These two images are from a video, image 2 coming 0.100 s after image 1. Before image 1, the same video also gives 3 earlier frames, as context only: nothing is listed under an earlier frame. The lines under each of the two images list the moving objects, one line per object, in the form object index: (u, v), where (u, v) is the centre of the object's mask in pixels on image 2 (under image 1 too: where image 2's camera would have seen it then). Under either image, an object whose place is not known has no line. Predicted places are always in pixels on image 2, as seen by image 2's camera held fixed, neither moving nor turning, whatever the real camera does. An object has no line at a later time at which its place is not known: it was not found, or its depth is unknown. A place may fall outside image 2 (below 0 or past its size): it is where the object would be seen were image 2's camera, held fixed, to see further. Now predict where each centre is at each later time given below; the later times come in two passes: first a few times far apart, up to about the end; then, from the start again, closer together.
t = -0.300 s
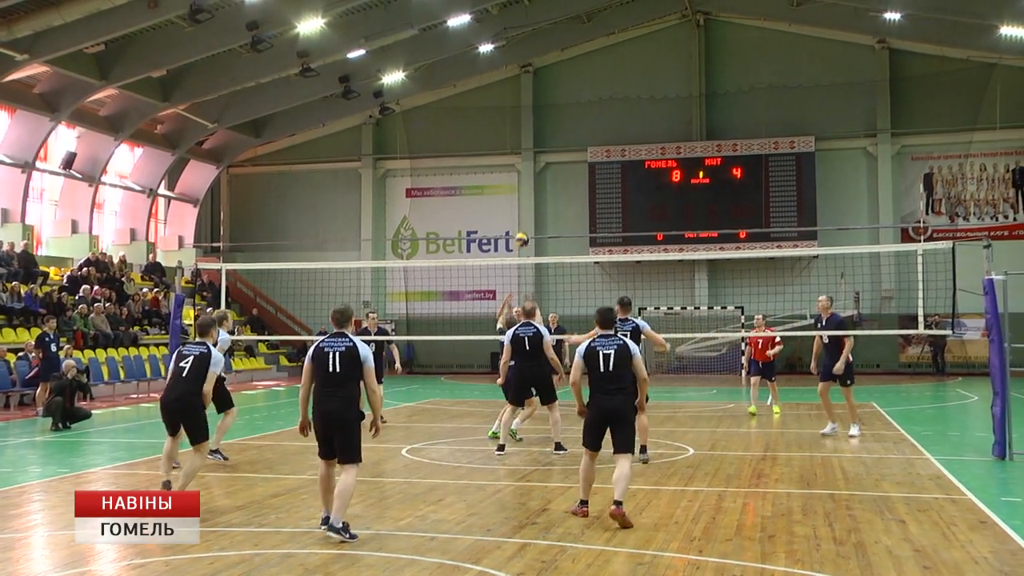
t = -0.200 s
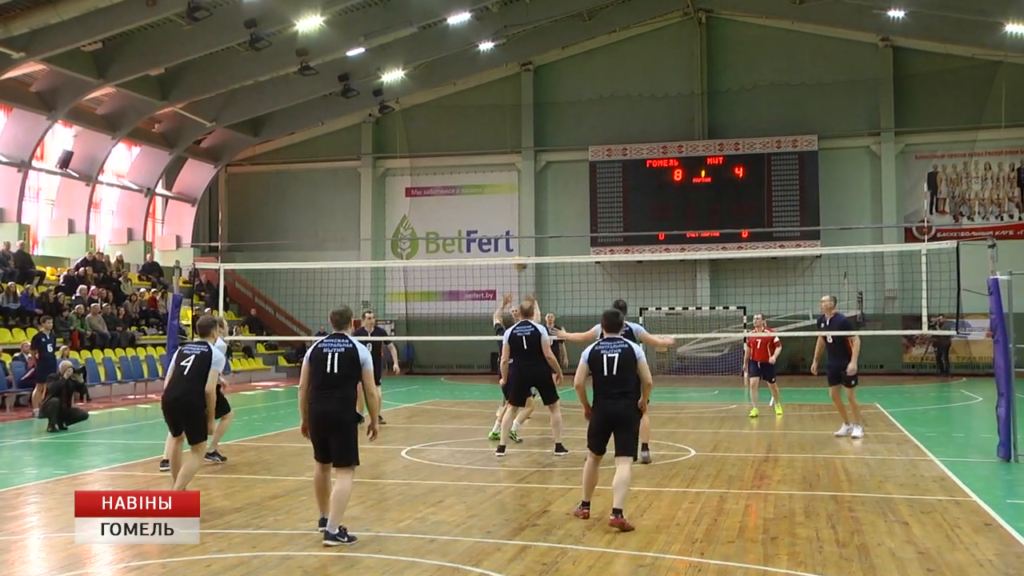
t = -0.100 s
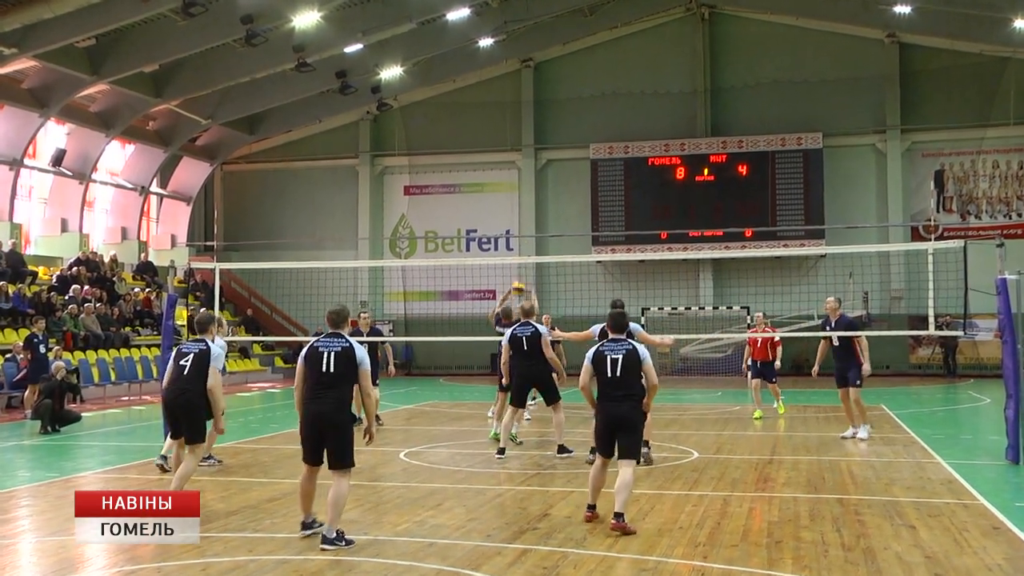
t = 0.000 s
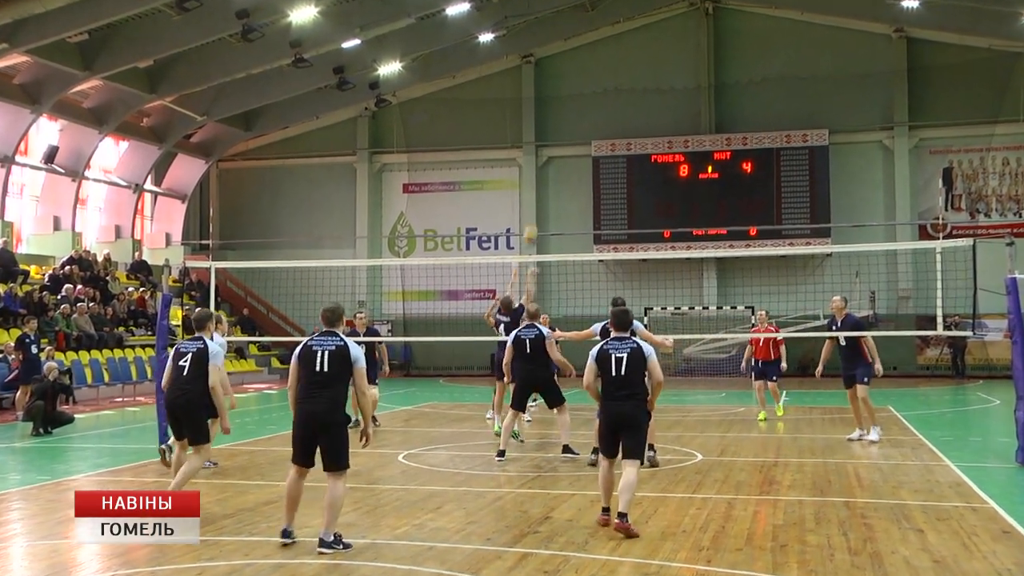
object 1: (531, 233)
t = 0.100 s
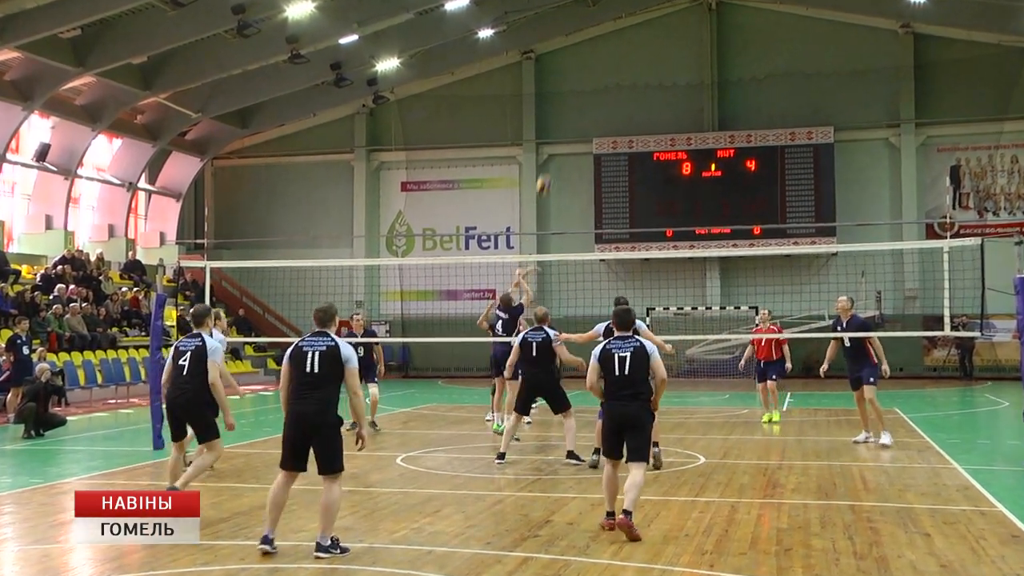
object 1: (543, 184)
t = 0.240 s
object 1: (561, 126)
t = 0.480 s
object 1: (591, 59)
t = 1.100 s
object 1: (667, 96)
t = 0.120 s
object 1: (545, 175)
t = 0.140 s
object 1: (548, 166)
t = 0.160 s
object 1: (550, 157)
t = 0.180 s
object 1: (552, 149)
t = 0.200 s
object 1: (556, 140)
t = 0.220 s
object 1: (558, 133)
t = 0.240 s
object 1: (561, 126)
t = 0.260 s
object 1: (563, 118)
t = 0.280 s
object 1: (566, 112)
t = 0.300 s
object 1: (568, 105)
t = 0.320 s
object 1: (571, 99)
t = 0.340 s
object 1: (573, 93)
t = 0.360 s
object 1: (575, 87)
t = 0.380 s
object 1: (578, 82)
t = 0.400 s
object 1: (581, 77)
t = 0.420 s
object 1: (583, 72)
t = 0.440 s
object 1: (585, 67)
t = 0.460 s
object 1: (588, 63)
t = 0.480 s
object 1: (591, 59)
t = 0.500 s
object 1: (593, 55)
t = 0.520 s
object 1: (596, 52)
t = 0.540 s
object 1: (598, 49)
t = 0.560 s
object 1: (601, 46)
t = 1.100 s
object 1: (667, 96)
